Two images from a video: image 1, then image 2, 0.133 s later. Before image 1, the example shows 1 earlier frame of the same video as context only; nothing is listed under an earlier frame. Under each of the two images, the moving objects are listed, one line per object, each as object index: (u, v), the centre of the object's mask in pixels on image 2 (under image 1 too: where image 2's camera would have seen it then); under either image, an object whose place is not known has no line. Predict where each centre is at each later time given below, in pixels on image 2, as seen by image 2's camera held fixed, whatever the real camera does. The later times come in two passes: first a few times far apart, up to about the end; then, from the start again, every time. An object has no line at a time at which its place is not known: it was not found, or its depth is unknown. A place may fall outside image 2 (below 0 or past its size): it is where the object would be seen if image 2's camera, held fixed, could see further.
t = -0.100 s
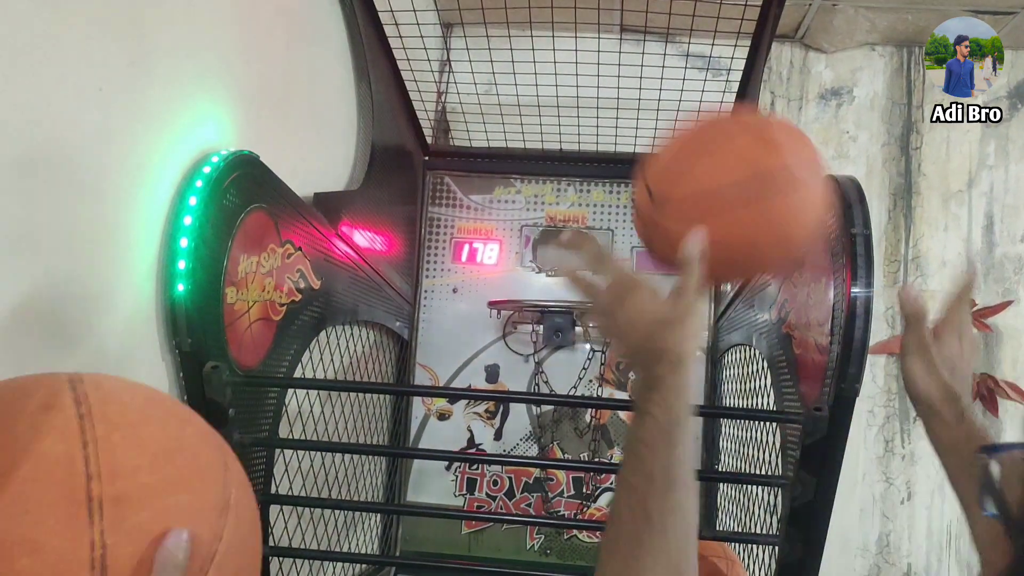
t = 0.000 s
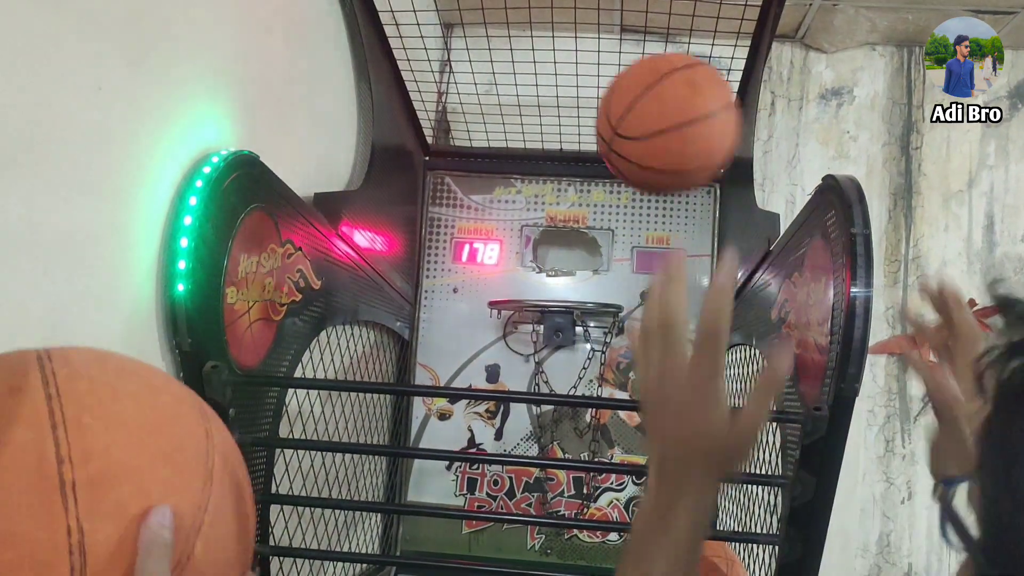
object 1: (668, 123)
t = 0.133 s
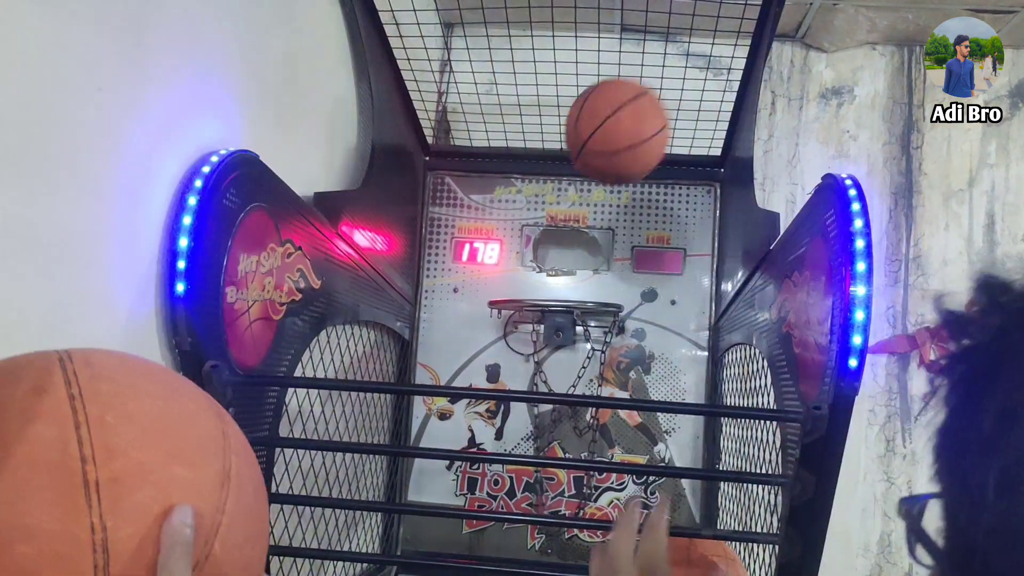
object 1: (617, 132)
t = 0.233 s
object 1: (592, 179)
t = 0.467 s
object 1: (540, 264)
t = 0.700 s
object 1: (604, 262)
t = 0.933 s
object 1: (683, 324)
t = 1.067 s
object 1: (684, 422)
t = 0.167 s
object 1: (608, 144)
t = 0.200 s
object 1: (600, 160)
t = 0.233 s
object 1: (592, 179)
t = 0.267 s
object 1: (585, 196)
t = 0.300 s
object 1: (578, 219)
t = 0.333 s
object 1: (572, 246)
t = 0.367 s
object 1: (565, 251)
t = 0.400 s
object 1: (557, 253)
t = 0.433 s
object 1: (549, 257)
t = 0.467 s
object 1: (540, 264)
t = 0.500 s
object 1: (531, 272)
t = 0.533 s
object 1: (527, 286)
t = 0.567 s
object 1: (541, 270)
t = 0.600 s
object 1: (558, 264)
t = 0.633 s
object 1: (573, 261)
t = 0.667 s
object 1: (589, 261)
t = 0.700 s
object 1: (604, 262)
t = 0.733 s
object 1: (616, 264)
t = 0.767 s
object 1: (627, 265)
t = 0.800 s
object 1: (637, 268)
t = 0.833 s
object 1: (648, 275)
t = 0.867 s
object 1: (659, 286)
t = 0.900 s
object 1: (670, 302)
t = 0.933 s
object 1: (683, 324)
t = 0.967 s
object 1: (693, 348)
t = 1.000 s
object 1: (696, 368)
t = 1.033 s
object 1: (691, 392)
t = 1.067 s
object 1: (684, 422)
